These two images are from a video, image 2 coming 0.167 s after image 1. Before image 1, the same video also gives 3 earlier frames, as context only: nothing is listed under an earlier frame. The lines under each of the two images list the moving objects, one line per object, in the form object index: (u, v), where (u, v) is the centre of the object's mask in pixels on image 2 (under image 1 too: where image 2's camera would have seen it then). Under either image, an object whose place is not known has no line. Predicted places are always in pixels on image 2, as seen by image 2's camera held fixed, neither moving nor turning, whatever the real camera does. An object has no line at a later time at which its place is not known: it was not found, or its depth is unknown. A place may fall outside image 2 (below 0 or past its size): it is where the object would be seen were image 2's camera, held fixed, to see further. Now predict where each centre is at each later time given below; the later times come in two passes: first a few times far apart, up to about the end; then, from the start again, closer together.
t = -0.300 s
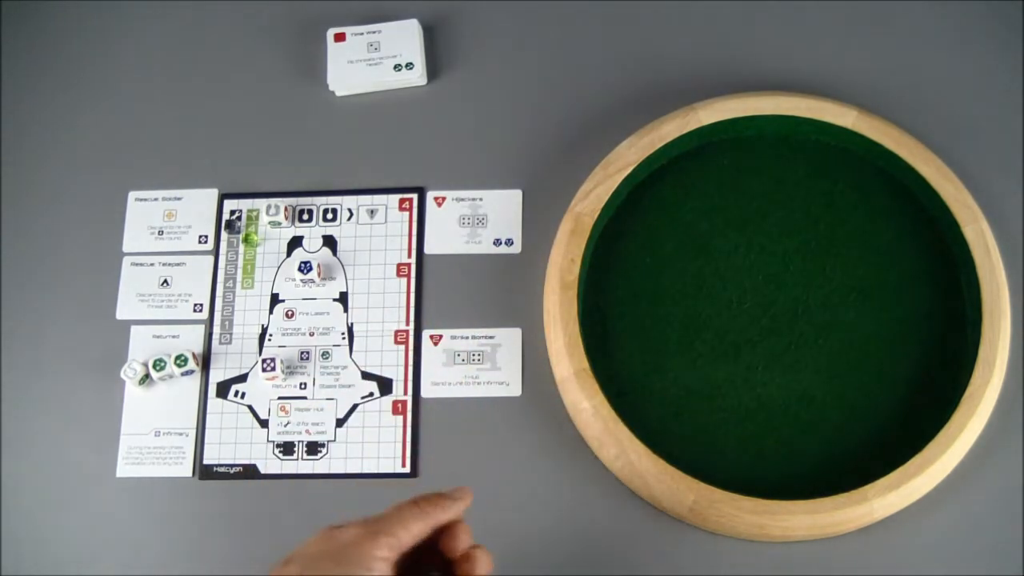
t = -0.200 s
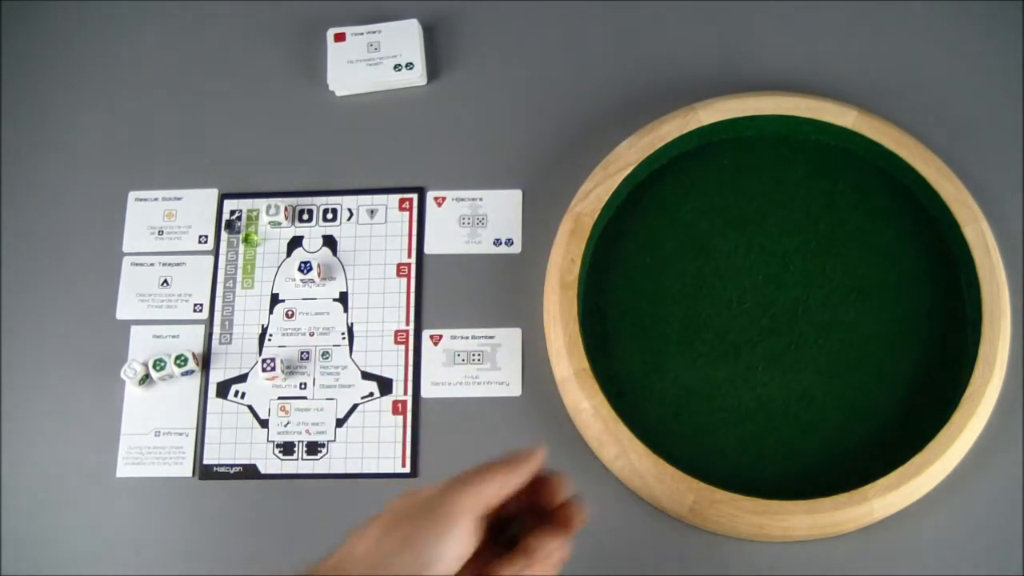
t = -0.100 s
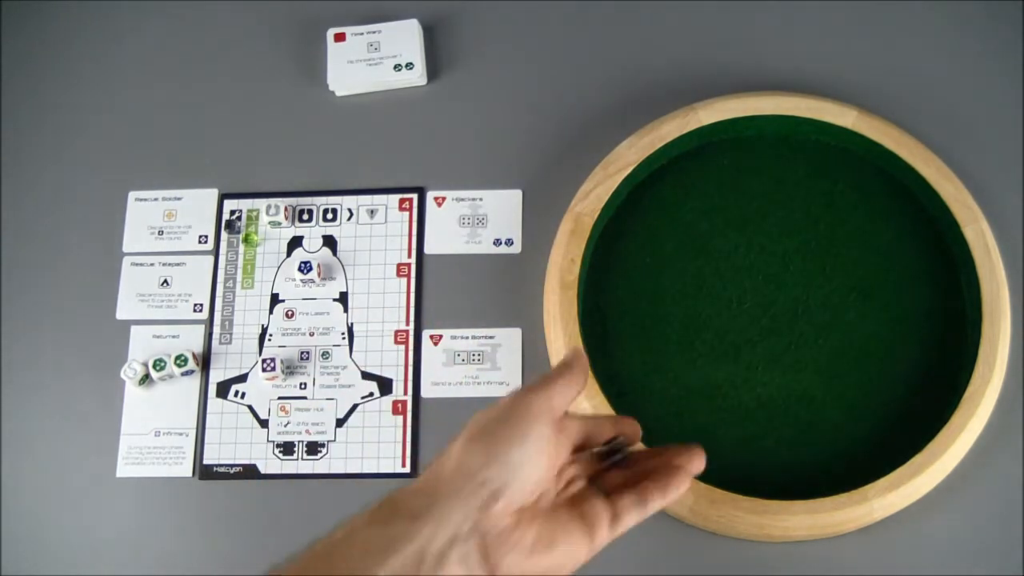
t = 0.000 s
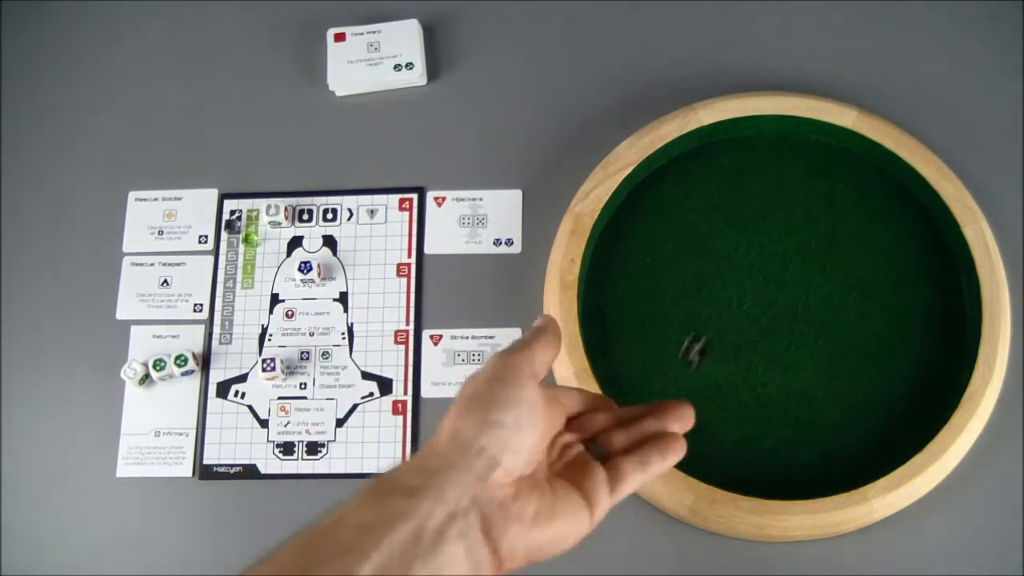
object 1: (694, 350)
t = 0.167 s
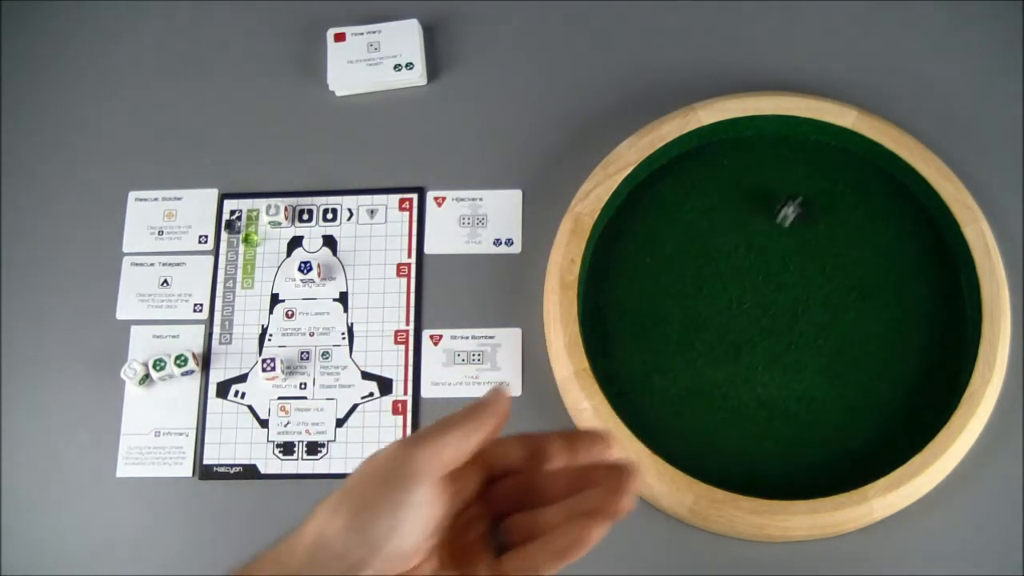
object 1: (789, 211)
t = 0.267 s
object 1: (849, 158)
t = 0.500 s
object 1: (864, 195)
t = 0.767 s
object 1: (866, 198)
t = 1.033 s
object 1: (866, 198)
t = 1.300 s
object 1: (866, 198)
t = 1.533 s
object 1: (866, 198)
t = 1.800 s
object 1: (866, 198)
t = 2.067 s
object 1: (866, 198)
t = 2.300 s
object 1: (866, 198)
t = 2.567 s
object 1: (866, 198)
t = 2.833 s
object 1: (866, 198)
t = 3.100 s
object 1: (866, 198)
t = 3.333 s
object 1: (866, 198)
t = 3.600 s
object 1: (866, 198)
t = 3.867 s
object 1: (867, 197)
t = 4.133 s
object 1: (866, 198)
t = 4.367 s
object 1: (866, 198)
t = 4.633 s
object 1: (867, 197)
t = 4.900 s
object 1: (866, 198)
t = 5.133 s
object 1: (866, 198)
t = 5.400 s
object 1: (866, 198)
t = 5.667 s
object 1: (866, 198)
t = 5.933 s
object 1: (866, 198)
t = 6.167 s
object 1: (866, 198)
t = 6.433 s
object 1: (866, 198)
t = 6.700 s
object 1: (866, 198)
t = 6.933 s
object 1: (866, 197)
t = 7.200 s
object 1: (866, 197)
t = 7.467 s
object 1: (866, 198)
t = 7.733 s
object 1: (866, 198)
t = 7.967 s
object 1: (866, 197)
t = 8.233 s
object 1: (866, 198)
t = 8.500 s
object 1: (866, 198)
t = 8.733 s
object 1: (866, 198)
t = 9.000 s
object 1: (866, 198)
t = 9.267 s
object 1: (866, 197)
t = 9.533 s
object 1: (866, 198)
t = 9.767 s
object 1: (867, 197)
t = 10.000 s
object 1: (866, 198)
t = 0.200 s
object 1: (812, 191)
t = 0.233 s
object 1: (831, 171)
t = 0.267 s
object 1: (849, 158)
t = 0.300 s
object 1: (850, 166)
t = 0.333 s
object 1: (854, 176)
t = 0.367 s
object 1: (855, 185)
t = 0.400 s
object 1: (857, 189)
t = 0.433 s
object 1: (859, 191)
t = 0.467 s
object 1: (860, 194)
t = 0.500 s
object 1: (864, 195)
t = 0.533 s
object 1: (866, 196)
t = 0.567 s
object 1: (866, 198)
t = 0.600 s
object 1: (866, 198)
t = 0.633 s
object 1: (866, 198)
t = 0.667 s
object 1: (866, 198)
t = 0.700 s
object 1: (866, 198)
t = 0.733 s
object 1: (866, 198)
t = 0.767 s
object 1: (866, 198)
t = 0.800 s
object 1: (866, 198)
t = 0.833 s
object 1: (866, 198)
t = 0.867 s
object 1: (866, 198)
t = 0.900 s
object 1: (866, 198)
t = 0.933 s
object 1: (866, 198)
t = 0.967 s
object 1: (866, 198)
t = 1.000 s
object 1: (866, 198)
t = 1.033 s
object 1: (866, 198)
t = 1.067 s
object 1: (866, 198)
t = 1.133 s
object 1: (866, 198)
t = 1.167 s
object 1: (866, 198)
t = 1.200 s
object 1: (866, 198)
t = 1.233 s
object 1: (866, 198)
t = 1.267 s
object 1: (866, 198)
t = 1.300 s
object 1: (866, 198)
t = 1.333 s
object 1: (866, 198)
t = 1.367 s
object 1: (866, 198)
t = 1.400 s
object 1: (866, 198)
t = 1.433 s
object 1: (866, 198)
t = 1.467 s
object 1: (866, 198)
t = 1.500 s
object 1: (866, 198)
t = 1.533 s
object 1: (866, 198)
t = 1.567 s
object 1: (866, 198)
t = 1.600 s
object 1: (866, 198)
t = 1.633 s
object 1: (866, 198)
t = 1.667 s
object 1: (866, 198)
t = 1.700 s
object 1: (866, 198)
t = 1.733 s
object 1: (866, 198)
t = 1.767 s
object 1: (866, 198)
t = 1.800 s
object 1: (866, 198)
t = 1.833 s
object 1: (866, 198)
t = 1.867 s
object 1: (866, 198)
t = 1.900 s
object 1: (866, 198)
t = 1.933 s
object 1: (866, 198)
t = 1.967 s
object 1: (866, 198)
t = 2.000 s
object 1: (866, 198)
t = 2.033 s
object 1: (866, 198)
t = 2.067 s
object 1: (866, 198)
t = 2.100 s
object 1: (866, 198)
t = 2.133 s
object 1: (866, 198)
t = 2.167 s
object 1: (866, 198)
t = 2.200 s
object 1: (866, 198)
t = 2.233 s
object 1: (866, 198)
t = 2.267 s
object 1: (866, 198)
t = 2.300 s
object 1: (866, 198)
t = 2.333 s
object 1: (866, 198)
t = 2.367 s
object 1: (866, 198)
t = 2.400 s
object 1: (866, 198)
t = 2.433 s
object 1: (866, 198)
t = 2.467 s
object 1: (866, 198)
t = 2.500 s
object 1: (866, 198)
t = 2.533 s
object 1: (866, 198)
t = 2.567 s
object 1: (866, 198)
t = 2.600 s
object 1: (866, 198)
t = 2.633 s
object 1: (866, 198)
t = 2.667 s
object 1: (866, 198)
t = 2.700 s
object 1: (866, 198)
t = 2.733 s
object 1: (866, 198)
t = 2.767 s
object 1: (866, 198)
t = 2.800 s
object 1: (866, 198)
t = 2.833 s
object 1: (866, 198)
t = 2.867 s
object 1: (866, 198)
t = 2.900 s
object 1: (866, 198)
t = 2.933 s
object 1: (866, 198)
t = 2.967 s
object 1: (866, 198)
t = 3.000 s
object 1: (866, 198)
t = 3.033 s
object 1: (866, 198)
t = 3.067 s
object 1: (866, 198)
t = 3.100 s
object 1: (866, 198)
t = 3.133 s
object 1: (866, 198)
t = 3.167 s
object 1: (866, 198)
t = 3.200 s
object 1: (866, 198)
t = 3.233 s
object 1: (866, 198)
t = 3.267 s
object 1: (866, 198)
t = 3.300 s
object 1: (866, 198)
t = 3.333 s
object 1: (866, 198)
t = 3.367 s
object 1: (866, 198)
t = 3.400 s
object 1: (866, 198)
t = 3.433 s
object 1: (866, 198)
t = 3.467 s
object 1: (867, 197)
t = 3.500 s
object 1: (867, 197)
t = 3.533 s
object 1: (867, 197)
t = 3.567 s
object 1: (867, 197)
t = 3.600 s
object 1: (866, 198)
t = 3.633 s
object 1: (867, 197)
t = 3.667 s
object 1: (867, 197)
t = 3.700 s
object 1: (867, 197)
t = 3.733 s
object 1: (867, 197)
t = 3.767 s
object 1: (867, 197)
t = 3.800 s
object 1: (866, 198)
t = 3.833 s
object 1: (867, 197)
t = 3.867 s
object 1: (867, 197)
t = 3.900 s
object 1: (867, 197)
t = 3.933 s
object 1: (867, 197)
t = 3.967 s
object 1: (867, 197)
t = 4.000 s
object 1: (867, 197)
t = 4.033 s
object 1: (867, 197)
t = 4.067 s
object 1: (867, 197)
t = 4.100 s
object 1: (867, 197)
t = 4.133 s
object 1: (866, 198)
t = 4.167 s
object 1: (866, 198)
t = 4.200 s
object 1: (866, 198)
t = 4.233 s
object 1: (867, 197)
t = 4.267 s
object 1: (867, 197)
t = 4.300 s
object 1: (867, 197)
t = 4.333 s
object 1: (866, 198)
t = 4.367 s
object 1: (866, 198)
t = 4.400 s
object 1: (866, 198)
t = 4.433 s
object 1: (867, 197)
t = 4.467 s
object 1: (867, 197)
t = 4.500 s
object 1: (866, 198)
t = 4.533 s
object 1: (866, 198)
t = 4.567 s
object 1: (866, 198)
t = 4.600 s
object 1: (867, 197)
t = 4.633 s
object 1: (867, 197)
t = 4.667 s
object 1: (866, 198)
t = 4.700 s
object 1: (866, 198)
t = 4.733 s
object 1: (866, 198)
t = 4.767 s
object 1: (866, 198)
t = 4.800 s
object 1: (866, 198)
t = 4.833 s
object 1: (866, 198)
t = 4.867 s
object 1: (866, 198)
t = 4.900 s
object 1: (866, 198)
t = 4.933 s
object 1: (866, 198)
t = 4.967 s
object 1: (866, 198)
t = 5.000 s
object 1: (866, 198)
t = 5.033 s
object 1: (866, 198)
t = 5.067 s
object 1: (866, 198)
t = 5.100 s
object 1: (866, 198)
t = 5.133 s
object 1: (866, 198)
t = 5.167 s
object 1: (866, 198)
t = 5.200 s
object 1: (866, 198)
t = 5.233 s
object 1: (866, 198)
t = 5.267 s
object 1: (866, 198)
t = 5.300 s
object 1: (866, 198)
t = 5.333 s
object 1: (866, 198)
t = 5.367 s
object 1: (866, 198)
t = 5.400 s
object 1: (866, 198)
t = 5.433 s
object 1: (866, 198)
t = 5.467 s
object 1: (866, 198)
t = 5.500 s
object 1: (866, 198)
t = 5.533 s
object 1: (866, 198)
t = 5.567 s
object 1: (866, 198)
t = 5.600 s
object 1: (866, 198)
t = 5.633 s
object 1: (866, 198)
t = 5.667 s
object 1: (866, 198)
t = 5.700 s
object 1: (866, 198)
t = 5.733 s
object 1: (866, 198)
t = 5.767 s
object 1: (866, 198)
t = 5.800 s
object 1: (866, 198)
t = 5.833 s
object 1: (866, 198)
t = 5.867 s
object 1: (866, 198)
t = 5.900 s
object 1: (866, 198)
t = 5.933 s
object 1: (866, 198)
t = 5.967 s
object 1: (866, 198)
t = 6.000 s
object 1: (866, 198)
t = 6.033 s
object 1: (866, 198)
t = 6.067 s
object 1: (866, 198)
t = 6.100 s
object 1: (866, 198)
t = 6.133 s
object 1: (866, 198)
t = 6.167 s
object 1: (866, 198)
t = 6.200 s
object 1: (866, 198)
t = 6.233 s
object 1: (866, 198)
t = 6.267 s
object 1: (866, 198)
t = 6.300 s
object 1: (866, 198)
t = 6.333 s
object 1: (866, 198)
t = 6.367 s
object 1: (866, 198)
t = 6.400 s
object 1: (866, 198)
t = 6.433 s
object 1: (866, 198)
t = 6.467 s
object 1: (866, 198)
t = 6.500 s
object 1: (866, 198)
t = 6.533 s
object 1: (866, 198)
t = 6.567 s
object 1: (866, 198)
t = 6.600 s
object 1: (866, 198)
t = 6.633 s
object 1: (866, 198)
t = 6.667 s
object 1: (866, 198)
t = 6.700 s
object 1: (866, 198)
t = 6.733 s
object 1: (866, 198)
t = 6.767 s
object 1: (866, 197)
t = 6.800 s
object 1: (866, 198)
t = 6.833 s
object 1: (866, 198)
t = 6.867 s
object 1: (867, 197)
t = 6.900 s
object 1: (866, 197)
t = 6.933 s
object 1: (866, 197)
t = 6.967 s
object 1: (866, 198)
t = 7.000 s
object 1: (866, 198)
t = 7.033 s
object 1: (866, 198)
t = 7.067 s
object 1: (866, 198)
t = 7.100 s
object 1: (866, 198)
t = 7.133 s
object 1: (866, 198)
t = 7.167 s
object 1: (866, 197)
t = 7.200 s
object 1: (866, 197)
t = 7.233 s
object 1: (866, 197)
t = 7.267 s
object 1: (866, 197)
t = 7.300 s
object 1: (866, 198)
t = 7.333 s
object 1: (866, 198)
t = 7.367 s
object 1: (866, 198)
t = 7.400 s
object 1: (866, 198)
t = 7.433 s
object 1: (866, 198)
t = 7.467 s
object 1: (866, 198)
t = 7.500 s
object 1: (867, 197)
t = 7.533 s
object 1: (867, 197)
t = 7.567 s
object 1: (867, 197)
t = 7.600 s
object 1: (866, 197)
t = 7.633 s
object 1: (867, 197)
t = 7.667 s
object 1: (866, 198)
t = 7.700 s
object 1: (866, 198)
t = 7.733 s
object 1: (866, 198)
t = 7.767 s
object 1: (866, 198)
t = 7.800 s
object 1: (866, 198)
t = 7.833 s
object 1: (866, 198)
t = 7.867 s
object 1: (866, 197)
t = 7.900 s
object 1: (866, 197)
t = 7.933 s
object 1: (866, 197)
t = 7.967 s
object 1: (866, 197)
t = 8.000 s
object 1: (867, 197)
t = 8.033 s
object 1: (867, 197)
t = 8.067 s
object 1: (866, 198)
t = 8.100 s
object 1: (866, 198)
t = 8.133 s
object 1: (866, 198)
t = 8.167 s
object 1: (866, 198)
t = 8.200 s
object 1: (866, 198)
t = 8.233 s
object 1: (866, 198)
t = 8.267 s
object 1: (866, 197)
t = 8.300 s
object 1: (866, 197)
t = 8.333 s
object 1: (866, 197)
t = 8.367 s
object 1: (867, 197)
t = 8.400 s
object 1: (867, 197)
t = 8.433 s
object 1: (867, 197)
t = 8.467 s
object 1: (866, 198)
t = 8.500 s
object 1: (866, 198)
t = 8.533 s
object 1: (866, 198)
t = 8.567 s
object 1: (866, 198)
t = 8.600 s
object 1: (866, 198)
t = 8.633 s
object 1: (867, 197)
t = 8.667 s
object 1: (867, 197)
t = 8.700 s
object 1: (867, 197)
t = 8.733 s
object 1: (866, 198)
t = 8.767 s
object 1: (866, 197)
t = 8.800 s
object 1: (867, 197)
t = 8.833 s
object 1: (866, 198)
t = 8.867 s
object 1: (866, 198)
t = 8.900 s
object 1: (866, 198)
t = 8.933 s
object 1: (866, 198)
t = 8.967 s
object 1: (866, 198)
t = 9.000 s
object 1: (866, 198)
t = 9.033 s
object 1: (866, 198)
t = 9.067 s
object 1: (866, 198)
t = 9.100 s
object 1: (866, 198)
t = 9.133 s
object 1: (866, 198)
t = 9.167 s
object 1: (866, 198)
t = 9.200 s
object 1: (866, 198)
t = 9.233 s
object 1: (866, 198)
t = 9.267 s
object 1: (866, 197)
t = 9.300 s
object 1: (866, 198)
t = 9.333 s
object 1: (867, 197)
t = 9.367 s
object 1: (867, 197)
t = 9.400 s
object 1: (866, 197)
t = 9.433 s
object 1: (866, 197)
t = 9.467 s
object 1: (866, 198)
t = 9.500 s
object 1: (866, 198)
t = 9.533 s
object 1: (866, 198)
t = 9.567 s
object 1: (866, 198)
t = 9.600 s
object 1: (866, 198)
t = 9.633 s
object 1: (866, 198)
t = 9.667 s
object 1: (866, 198)
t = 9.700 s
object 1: (866, 197)
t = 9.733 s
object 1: (867, 197)
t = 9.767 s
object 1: (867, 197)
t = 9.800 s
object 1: (867, 197)
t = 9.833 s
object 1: (866, 197)
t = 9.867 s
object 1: (867, 197)
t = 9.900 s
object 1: (866, 198)
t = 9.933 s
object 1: (866, 198)
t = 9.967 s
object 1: (867, 197)
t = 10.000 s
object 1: (866, 198)
